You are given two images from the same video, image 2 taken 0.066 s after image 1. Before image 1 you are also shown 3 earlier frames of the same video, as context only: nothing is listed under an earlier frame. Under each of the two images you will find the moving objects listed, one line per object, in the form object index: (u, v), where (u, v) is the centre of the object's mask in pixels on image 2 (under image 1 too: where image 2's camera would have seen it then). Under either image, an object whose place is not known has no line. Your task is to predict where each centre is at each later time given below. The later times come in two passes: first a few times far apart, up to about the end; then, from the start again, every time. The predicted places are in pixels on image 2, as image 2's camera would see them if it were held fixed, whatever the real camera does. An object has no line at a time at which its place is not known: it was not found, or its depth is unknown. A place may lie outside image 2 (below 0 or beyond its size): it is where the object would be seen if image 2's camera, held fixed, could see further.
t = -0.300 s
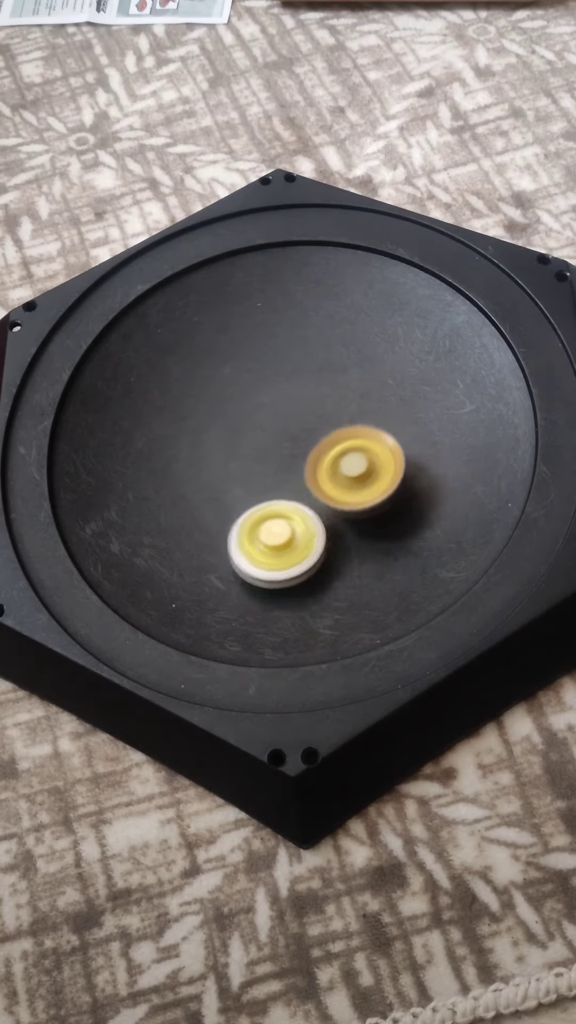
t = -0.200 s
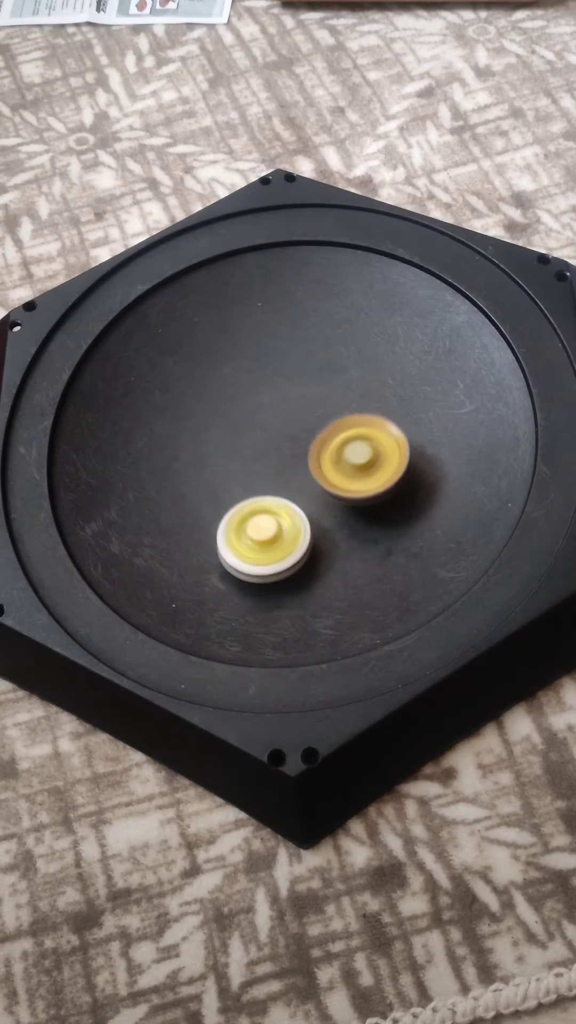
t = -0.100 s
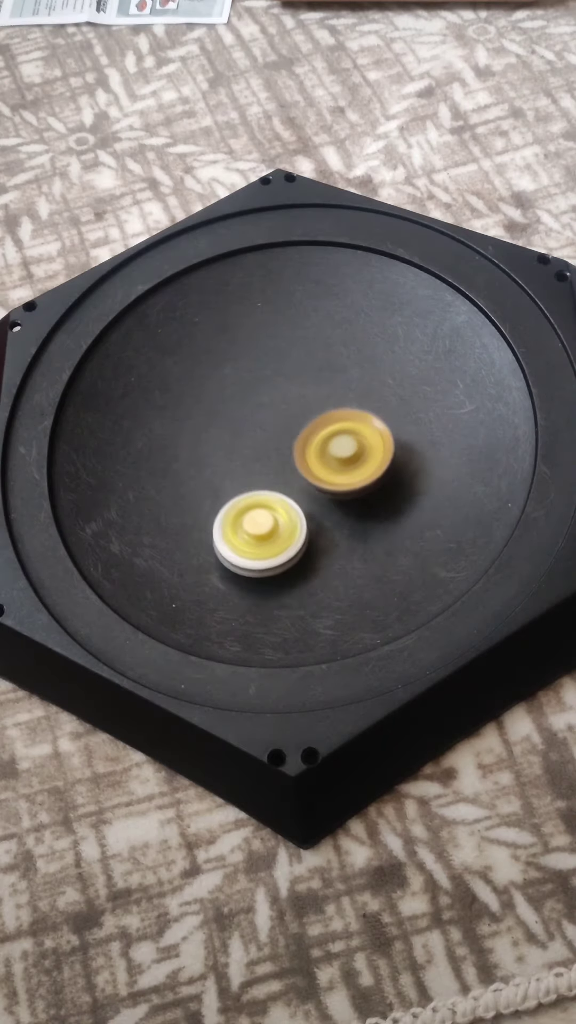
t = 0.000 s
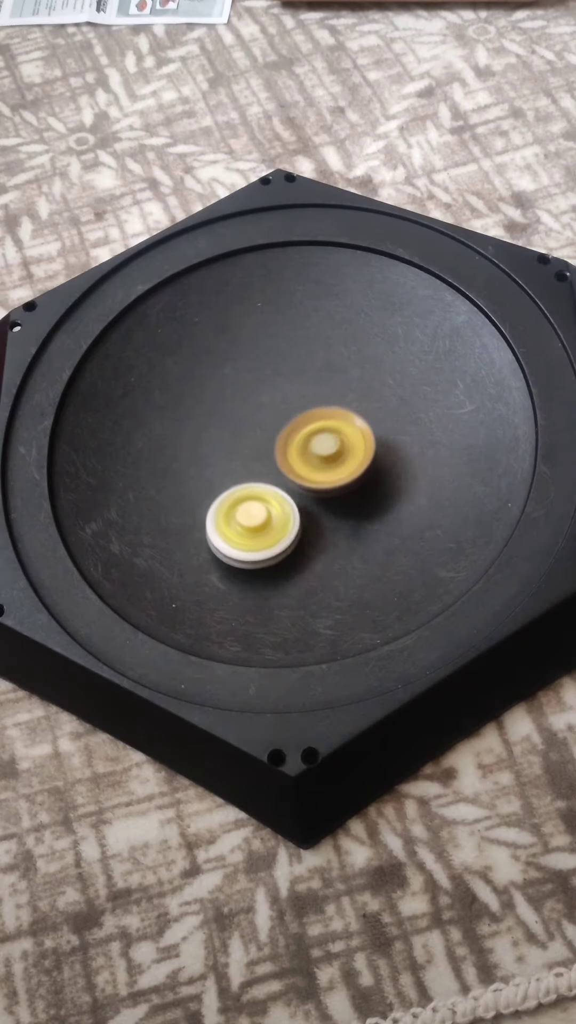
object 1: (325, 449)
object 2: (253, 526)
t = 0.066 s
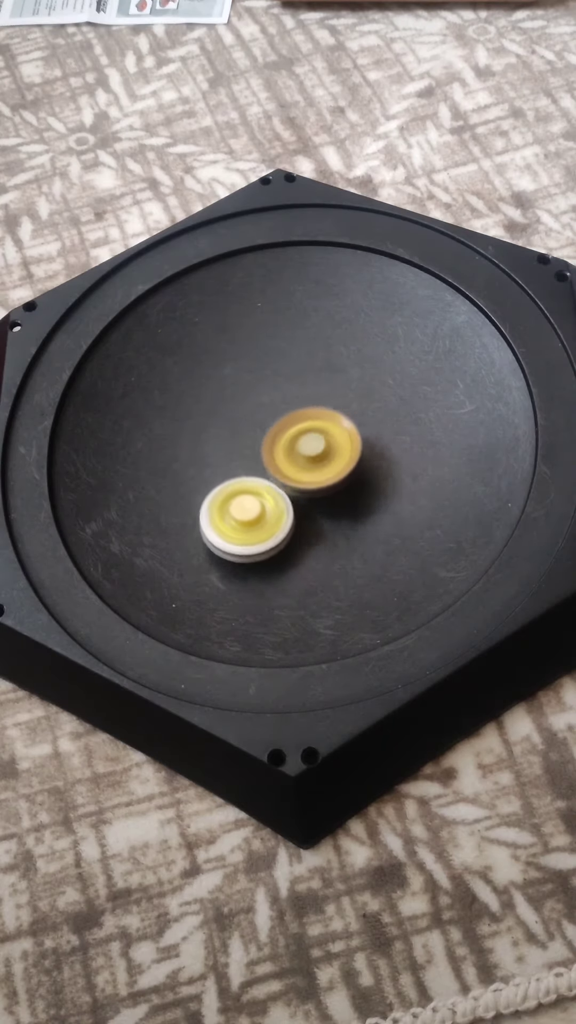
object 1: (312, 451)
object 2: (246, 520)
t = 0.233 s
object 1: (296, 440)
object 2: (224, 510)
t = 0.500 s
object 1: (278, 415)
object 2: (205, 493)
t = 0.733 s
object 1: (270, 393)
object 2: (199, 476)
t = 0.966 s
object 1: (276, 370)
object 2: (194, 460)
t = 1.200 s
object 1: (283, 347)
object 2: (215, 433)
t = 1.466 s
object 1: (388, 293)
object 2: (169, 456)
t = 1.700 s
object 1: (382, 291)
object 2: (236, 445)
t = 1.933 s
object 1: (370, 331)
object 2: (297, 401)
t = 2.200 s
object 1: (491, 346)
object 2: (177, 420)
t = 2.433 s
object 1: (444, 396)
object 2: (239, 451)
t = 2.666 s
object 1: (399, 461)
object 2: (305, 437)
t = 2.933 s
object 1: (337, 525)
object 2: (367, 408)
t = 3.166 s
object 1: (257, 538)
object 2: (384, 374)
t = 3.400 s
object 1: (190, 513)
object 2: (359, 368)
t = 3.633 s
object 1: (158, 462)
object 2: (335, 402)
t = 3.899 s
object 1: (179, 400)
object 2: (339, 457)
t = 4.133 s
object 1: (235, 363)
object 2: (350, 495)
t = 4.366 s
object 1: (306, 353)
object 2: (365, 504)
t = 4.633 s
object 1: (380, 376)
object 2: (353, 495)
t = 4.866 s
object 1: (416, 419)
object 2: (312, 496)
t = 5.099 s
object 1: (406, 473)
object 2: (265, 506)
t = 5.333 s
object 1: (348, 514)
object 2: (235, 515)
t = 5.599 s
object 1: (337, 528)
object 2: (179, 498)
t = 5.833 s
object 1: (283, 497)
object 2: (187, 509)
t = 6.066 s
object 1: (336, 440)
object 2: (183, 491)
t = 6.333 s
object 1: (366, 371)
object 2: (209, 455)
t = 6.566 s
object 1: (369, 330)
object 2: (232, 412)
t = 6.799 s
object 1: (347, 334)
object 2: (251, 378)
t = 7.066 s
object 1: (346, 383)
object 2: (246, 368)
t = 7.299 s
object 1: (325, 436)
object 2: (272, 378)
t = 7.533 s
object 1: (279, 484)
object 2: (315, 389)
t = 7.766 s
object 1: (228, 506)
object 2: (357, 397)
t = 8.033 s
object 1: (198, 498)
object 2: (385, 403)
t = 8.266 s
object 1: (209, 466)
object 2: (386, 417)
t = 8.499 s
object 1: (244, 427)
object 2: (375, 443)
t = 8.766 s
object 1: (308, 399)
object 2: (352, 481)
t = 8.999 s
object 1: (359, 394)
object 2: (327, 511)
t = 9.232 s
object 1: (386, 407)
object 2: (304, 530)
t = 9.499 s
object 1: (370, 437)
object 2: (278, 531)
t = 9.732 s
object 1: (331, 460)
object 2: (248, 519)
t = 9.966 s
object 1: (302, 458)
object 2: (216, 499)
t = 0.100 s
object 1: (308, 449)
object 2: (240, 518)
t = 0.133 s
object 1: (306, 446)
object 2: (235, 516)
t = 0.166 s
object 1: (304, 444)
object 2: (231, 514)
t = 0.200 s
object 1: (300, 441)
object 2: (228, 512)
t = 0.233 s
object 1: (296, 440)
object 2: (224, 510)
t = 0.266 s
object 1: (293, 438)
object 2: (221, 507)
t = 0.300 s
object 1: (290, 435)
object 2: (218, 505)
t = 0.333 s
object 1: (286, 433)
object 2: (215, 503)
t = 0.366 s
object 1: (282, 429)
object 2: (212, 501)
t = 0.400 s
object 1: (281, 426)
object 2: (210, 499)
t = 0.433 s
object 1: (279, 422)
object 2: (208, 497)
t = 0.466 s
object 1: (279, 418)
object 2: (207, 495)
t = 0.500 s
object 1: (278, 415)
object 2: (205, 493)
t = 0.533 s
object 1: (277, 411)
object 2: (204, 491)
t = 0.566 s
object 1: (276, 408)
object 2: (202, 489)
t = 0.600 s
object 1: (276, 405)
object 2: (201, 486)
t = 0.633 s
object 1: (275, 401)
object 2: (201, 484)
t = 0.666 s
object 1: (273, 398)
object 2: (200, 482)
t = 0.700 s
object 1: (272, 395)
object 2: (199, 479)
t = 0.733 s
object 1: (270, 393)
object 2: (199, 476)
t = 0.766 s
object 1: (268, 391)
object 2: (199, 473)
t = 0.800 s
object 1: (266, 389)
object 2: (200, 470)
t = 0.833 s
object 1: (264, 388)
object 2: (200, 467)
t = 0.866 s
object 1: (262, 386)
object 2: (201, 464)
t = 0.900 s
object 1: (259, 386)
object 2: (202, 460)
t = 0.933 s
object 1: (266, 377)
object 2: (197, 460)
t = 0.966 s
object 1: (276, 370)
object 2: (194, 460)
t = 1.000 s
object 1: (284, 364)
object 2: (194, 458)
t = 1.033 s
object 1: (287, 358)
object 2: (197, 455)
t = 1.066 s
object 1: (287, 355)
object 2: (200, 452)
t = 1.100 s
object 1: (286, 352)
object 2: (204, 448)
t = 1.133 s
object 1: (285, 350)
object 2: (207, 443)
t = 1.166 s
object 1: (284, 348)
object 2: (211, 438)
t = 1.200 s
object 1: (283, 347)
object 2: (215, 433)
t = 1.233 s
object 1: (281, 346)
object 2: (218, 427)
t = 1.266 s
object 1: (281, 347)
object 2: (221, 421)
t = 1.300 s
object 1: (298, 336)
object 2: (209, 423)
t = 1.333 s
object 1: (329, 319)
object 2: (188, 433)
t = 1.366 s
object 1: (354, 306)
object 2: (175, 441)
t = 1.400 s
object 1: (373, 298)
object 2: (168, 447)
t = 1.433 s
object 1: (384, 295)
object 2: (166, 452)
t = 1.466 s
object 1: (388, 293)
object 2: (169, 456)
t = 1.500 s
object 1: (389, 292)
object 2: (176, 458)
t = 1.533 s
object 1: (388, 291)
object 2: (186, 460)
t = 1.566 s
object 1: (387, 291)
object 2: (196, 460)
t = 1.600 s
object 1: (386, 290)
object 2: (206, 458)
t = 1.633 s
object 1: (385, 290)
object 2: (217, 455)
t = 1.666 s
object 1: (384, 290)
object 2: (227, 451)
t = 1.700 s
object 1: (382, 291)
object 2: (236, 445)
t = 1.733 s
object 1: (380, 294)
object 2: (246, 438)
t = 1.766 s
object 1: (378, 298)
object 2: (256, 431)
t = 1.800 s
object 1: (375, 303)
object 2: (266, 423)
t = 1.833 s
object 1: (372, 310)
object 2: (277, 416)
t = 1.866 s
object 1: (369, 319)
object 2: (287, 409)
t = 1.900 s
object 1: (365, 328)
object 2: (296, 402)
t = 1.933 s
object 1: (370, 331)
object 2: (297, 401)
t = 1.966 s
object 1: (376, 335)
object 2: (295, 401)
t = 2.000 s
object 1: (375, 343)
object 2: (297, 398)
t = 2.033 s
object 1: (406, 340)
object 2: (273, 398)
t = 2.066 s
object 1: (447, 337)
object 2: (241, 402)
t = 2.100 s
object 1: (475, 336)
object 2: (215, 405)
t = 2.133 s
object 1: (490, 338)
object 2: (195, 409)
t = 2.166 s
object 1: (494, 342)
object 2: (182, 414)
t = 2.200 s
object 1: (491, 346)
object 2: (177, 420)
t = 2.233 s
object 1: (487, 352)
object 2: (180, 428)
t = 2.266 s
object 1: (481, 357)
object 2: (187, 434)
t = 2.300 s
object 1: (474, 364)
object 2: (196, 441)
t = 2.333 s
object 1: (467, 371)
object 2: (206, 445)
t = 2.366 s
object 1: (458, 379)
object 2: (217, 448)
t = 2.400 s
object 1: (450, 387)
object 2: (228, 450)
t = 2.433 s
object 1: (444, 396)
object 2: (239, 451)
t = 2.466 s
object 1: (438, 405)
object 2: (249, 450)
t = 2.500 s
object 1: (431, 413)
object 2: (260, 448)
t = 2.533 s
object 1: (423, 421)
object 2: (271, 446)
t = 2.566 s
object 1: (414, 430)
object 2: (283, 444)
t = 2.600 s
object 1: (405, 439)
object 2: (294, 443)
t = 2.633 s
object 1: (395, 448)
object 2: (305, 442)
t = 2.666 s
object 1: (399, 461)
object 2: (305, 437)
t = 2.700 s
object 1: (398, 475)
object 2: (308, 432)
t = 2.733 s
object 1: (392, 486)
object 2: (316, 428)
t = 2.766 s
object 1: (384, 494)
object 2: (328, 424)
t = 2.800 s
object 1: (377, 501)
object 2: (337, 422)
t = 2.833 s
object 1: (368, 509)
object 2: (345, 419)
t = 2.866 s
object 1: (358, 514)
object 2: (353, 416)
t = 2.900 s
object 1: (348, 520)
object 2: (361, 412)
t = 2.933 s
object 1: (337, 525)
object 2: (367, 408)
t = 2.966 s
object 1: (327, 529)
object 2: (373, 403)
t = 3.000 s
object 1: (315, 533)
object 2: (378, 398)
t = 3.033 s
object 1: (305, 535)
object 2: (381, 392)
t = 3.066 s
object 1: (292, 537)
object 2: (384, 387)
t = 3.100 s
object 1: (281, 538)
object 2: (385, 383)
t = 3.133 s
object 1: (269, 538)
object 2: (385, 378)
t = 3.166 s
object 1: (257, 538)
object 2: (384, 374)
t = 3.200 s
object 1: (247, 537)
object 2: (383, 371)
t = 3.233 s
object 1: (236, 534)
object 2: (380, 368)
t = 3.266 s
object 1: (225, 531)
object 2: (377, 366)
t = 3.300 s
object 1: (215, 528)
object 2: (373, 365)
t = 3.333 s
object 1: (206, 524)
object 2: (369, 365)
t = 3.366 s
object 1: (198, 518)
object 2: (364, 366)
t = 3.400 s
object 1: (190, 513)
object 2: (359, 368)
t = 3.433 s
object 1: (182, 507)
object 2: (355, 370)
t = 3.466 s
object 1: (176, 500)
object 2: (350, 374)
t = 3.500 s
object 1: (171, 493)
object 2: (346, 378)
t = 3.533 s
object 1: (166, 485)
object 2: (342, 383)
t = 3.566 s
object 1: (162, 478)
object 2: (339, 389)
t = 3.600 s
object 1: (160, 470)
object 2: (337, 395)
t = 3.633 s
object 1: (158, 462)
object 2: (335, 402)
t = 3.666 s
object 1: (158, 454)
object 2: (334, 408)
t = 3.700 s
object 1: (158, 446)
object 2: (335, 415)
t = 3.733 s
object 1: (159, 438)
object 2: (335, 421)
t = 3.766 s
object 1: (162, 430)
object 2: (335, 428)
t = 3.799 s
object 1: (165, 422)
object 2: (336, 435)
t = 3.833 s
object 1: (169, 415)
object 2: (337, 443)
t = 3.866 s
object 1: (174, 407)
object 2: (338, 450)
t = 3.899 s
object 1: (179, 400)
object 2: (339, 457)
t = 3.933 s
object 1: (186, 394)
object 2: (340, 464)
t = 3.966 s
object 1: (193, 388)
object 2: (341, 471)
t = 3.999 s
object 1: (200, 381)
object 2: (343, 477)
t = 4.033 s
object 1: (208, 376)
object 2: (345, 482)
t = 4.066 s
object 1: (216, 371)
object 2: (346, 487)
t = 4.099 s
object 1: (225, 367)
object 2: (348, 492)
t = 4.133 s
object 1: (235, 363)
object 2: (350, 495)
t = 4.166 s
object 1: (245, 360)
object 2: (353, 499)
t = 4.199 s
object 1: (254, 357)
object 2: (355, 501)
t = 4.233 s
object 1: (265, 355)
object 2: (358, 503)
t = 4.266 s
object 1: (275, 354)
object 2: (360, 504)
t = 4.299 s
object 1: (286, 353)
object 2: (362, 504)
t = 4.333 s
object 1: (296, 353)
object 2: (364, 504)
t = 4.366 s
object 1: (306, 353)
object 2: (365, 504)
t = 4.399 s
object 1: (317, 354)
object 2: (365, 504)
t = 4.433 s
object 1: (326, 356)
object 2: (365, 503)
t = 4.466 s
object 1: (336, 358)
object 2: (366, 502)
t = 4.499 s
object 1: (346, 361)
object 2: (365, 501)
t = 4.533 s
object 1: (355, 364)
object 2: (363, 499)
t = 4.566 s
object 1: (364, 368)
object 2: (361, 498)
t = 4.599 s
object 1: (372, 372)
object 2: (357, 496)
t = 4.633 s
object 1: (380, 376)
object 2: (353, 495)
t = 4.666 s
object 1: (388, 381)
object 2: (348, 494)
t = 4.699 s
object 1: (394, 387)
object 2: (343, 493)
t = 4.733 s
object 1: (400, 393)
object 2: (338, 493)
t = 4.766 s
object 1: (406, 399)
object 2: (332, 494)
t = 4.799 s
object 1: (410, 405)
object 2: (325, 494)
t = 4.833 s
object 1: (414, 412)
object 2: (319, 495)
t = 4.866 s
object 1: (416, 419)
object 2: (312, 496)
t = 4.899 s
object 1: (418, 426)
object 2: (306, 497)
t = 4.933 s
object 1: (419, 434)
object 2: (299, 499)
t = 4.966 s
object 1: (418, 441)
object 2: (291, 501)
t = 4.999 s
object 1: (416, 449)
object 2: (284, 502)
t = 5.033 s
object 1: (414, 456)
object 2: (278, 503)
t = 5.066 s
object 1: (410, 464)
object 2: (271, 505)
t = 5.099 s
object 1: (406, 473)
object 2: (265, 506)
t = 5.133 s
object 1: (401, 480)
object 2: (260, 507)
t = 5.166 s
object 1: (394, 488)
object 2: (254, 509)
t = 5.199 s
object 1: (387, 494)
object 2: (250, 510)
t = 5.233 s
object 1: (378, 500)
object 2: (246, 511)
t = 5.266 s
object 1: (369, 505)
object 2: (242, 512)
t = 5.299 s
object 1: (359, 510)
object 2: (238, 514)
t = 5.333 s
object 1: (348, 514)
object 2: (235, 515)
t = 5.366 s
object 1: (337, 518)
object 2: (233, 516)
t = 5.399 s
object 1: (326, 521)
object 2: (230, 517)
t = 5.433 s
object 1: (328, 524)
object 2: (216, 513)
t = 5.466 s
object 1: (344, 531)
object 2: (197, 506)
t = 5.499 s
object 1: (351, 533)
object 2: (186, 500)
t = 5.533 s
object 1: (349, 532)
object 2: (181, 497)
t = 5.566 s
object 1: (344, 531)
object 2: (179, 496)
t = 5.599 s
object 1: (337, 528)
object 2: (179, 498)
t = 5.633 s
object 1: (330, 525)
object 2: (178, 500)
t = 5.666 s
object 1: (323, 521)
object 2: (178, 502)
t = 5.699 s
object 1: (315, 517)
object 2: (178, 505)
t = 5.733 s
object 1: (308, 512)
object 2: (179, 507)
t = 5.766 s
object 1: (299, 508)
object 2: (181, 508)
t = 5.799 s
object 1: (291, 502)
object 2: (184, 509)
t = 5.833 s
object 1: (283, 497)
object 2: (187, 509)
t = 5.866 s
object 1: (279, 491)
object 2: (188, 509)
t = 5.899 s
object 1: (280, 485)
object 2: (189, 507)
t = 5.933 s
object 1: (279, 478)
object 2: (190, 504)
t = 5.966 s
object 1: (297, 470)
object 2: (182, 500)
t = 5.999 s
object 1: (314, 460)
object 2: (179, 496)
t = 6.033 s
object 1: (327, 449)
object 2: (180, 494)
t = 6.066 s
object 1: (336, 440)
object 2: (183, 491)
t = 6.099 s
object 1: (341, 432)
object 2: (186, 488)
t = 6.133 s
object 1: (345, 423)
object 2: (189, 485)
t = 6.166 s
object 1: (349, 414)
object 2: (193, 481)
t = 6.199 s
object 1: (353, 406)
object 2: (196, 476)
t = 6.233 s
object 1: (357, 397)
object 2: (199, 471)
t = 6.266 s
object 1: (361, 388)
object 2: (203, 466)
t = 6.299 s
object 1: (364, 380)
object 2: (206, 460)
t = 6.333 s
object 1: (366, 371)
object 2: (209, 455)
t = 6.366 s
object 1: (368, 363)
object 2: (213, 449)
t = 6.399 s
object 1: (370, 356)
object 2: (216, 443)
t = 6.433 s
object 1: (371, 349)
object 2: (219, 437)
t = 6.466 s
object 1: (371, 343)
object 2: (222, 430)
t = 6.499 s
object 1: (371, 338)
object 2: (225, 424)
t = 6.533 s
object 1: (370, 333)
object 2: (229, 418)
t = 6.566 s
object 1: (369, 330)
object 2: (232, 412)
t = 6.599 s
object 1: (368, 327)
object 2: (235, 406)
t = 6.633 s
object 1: (365, 325)
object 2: (238, 401)
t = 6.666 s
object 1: (363, 325)
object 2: (241, 395)
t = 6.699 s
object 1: (359, 325)
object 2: (244, 390)
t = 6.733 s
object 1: (356, 327)
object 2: (246, 386)
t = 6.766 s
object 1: (352, 330)
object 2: (249, 382)
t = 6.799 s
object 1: (347, 334)
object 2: (251, 378)
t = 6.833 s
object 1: (343, 339)
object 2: (252, 374)
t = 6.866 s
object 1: (341, 344)
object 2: (252, 371)
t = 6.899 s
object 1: (350, 350)
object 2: (244, 369)
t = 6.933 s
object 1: (352, 357)
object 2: (241, 369)
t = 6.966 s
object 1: (351, 364)
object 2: (241, 368)
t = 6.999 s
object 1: (349, 370)
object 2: (243, 368)
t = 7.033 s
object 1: (348, 376)
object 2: (244, 368)
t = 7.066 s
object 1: (346, 383)
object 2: (246, 368)
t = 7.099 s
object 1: (344, 390)
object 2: (249, 369)
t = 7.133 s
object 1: (342, 397)
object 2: (252, 370)
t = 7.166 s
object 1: (339, 405)
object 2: (255, 372)
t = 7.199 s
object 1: (336, 413)
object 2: (259, 373)
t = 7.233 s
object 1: (333, 421)
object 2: (263, 375)
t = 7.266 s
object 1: (329, 429)
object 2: (268, 376)
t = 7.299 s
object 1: (325, 436)
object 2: (272, 378)
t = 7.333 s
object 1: (320, 444)
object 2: (278, 379)
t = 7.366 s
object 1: (314, 452)
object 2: (283, 381)
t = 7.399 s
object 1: (309, 459)
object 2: (289, 382)
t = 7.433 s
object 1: (302, 466)
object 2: (295, 384)
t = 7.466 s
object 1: (295, 472)
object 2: (301, 386)
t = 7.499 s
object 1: (287, 478)
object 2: (308, 388)
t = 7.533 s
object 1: (279, 484)
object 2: (315, 389)
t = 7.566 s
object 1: (271, 489)
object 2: (321, 391)
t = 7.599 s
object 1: (264, 494)
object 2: (328, 392)
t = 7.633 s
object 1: (256, 497)
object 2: (334, 393)
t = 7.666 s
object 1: (248, 501)
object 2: (340, 394)
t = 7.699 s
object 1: (241, 503)
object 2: (346, 396)
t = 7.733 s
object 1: (235, 505)
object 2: (352, 396)
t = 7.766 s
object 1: (228, 506)
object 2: (357, 397)
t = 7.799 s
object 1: (222, 507)
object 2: (362, 398)
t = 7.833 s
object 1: (216, 507)
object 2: (367, 398)
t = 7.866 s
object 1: (211, 507)
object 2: (371, 399)
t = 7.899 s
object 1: (207, 506)
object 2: (375, 400)
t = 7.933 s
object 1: (204, 505)
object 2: (379, 400)
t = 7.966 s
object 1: (201, 503)
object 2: (381, 401)
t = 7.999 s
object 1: (199, 501)
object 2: (383, 402)
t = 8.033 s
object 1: (198, 498)
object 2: (385, 403)
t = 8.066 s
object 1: (198, 495)
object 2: (387, 404)
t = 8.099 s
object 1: (198, 491)
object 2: (388, 406)
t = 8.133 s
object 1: (199, 486)
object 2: (388, 408)
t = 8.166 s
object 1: (200, 481)
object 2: (388, 410)
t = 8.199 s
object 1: (202, 477)
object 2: (388, 412)
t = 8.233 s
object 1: (205, 471)
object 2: (387, 415)
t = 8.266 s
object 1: (209, 466)
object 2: (386, 417)
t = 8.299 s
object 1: (213, 461)
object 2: (385, 420)
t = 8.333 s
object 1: (217, 456)
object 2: (384, 423)
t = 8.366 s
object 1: (222, 450)
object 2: (383, 427)
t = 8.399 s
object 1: (227, 444)
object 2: (381, 431)
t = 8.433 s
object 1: (232, 438)
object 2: (379, 435)
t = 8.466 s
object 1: (238, 433)
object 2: (377, 439)
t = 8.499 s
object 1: (244, 427)
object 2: (375, 443)
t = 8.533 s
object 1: (251, 422)
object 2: (372, 447)
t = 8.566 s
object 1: (259, 417)
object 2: (370, 452)
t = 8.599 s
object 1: (266, 413)
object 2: (367, 456)
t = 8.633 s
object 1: (274, 409)
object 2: (364, 461)
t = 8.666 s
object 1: (283, 405)
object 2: (362, 466)
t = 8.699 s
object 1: (291, 403)
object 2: (358, 471)
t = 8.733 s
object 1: (300, 401)
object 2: (355, 476)
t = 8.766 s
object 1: (308, 399)
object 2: (352, 481)
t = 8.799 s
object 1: (317, 397)
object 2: (348, 486)
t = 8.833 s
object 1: (325, 396)
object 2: (345, 490)
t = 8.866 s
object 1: (332, 394)
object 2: (341, 494)
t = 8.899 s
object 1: (340, 394)
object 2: (338, 499)
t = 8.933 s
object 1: (347, 393)
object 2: (334, 503)
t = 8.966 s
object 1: (353, 393)
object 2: (330, 507)
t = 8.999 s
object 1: (359, 394)
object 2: (327, 511)
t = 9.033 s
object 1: (365, 394)
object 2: (323, 515)
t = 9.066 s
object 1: (370, 395)
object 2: (319, 518)
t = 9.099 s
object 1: (375, 397)
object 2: (316, 521)
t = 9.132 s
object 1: (378, 399)
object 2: (313, 524)
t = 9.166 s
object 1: (382, 401)
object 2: (310, 527)
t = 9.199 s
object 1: (384, 404)
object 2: (307, 529)
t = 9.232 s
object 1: (386, 407)
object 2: (304, 530)
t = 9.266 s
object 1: (387, 410)
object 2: (301, 532)
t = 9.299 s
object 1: (386, 413)
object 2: (297, 533)
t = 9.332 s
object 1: (386, 417)
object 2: (294, 533)
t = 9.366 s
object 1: (384, 420)
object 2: (291, 534)
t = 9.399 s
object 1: (381, 425)
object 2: (288, 533)
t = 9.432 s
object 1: (378, 429)
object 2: (284, 533)
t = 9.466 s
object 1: (375, 433)
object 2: (281, 533)
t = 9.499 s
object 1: (370, 437)
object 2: (278, 531)
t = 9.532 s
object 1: (365, 441)
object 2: (274, 530)
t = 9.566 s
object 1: (359, 445)
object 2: (271, 529)
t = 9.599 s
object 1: (353, 449)
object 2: (267, 527)
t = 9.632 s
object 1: (346, 453)
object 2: (263, 525)
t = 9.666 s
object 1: (339, 457)
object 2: (260, 523)
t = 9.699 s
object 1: (331, 461)
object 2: (255, 521)
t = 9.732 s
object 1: (331, 460)
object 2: (248, 519)
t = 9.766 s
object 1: (330, 460)
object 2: (244, 516)
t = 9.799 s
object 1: (325, 460)
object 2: (241, 513)
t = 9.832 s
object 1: (318, 461)
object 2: (237, 510)
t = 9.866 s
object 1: (315, 461)
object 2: (231, 507)
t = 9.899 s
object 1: (310, 461)
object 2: (227, 504)
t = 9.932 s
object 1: (305, 459)
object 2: (222, 502)
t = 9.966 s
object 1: (302, 458)
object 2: (216, 499)
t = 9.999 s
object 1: (298, 457)
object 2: (212, 496)
